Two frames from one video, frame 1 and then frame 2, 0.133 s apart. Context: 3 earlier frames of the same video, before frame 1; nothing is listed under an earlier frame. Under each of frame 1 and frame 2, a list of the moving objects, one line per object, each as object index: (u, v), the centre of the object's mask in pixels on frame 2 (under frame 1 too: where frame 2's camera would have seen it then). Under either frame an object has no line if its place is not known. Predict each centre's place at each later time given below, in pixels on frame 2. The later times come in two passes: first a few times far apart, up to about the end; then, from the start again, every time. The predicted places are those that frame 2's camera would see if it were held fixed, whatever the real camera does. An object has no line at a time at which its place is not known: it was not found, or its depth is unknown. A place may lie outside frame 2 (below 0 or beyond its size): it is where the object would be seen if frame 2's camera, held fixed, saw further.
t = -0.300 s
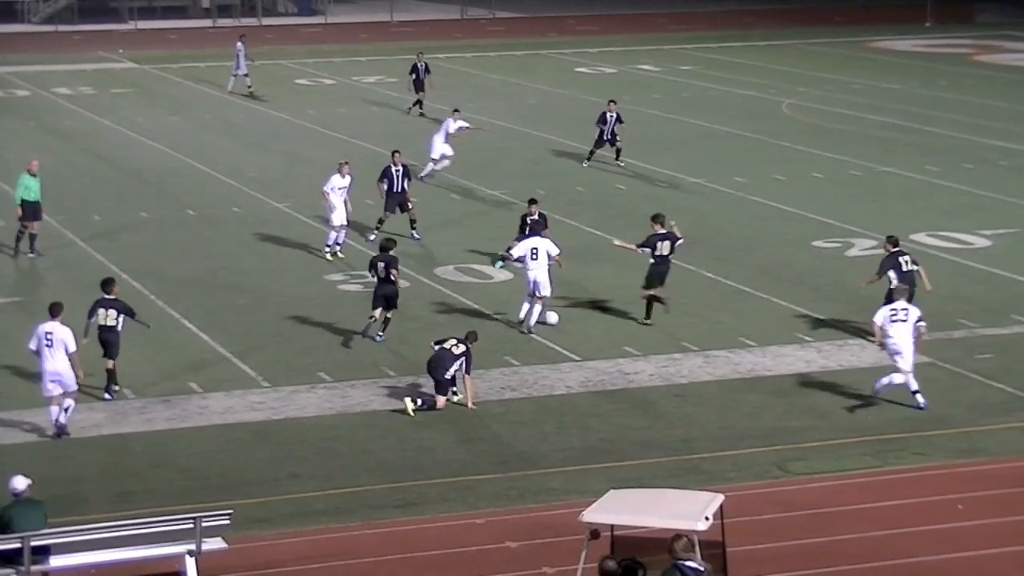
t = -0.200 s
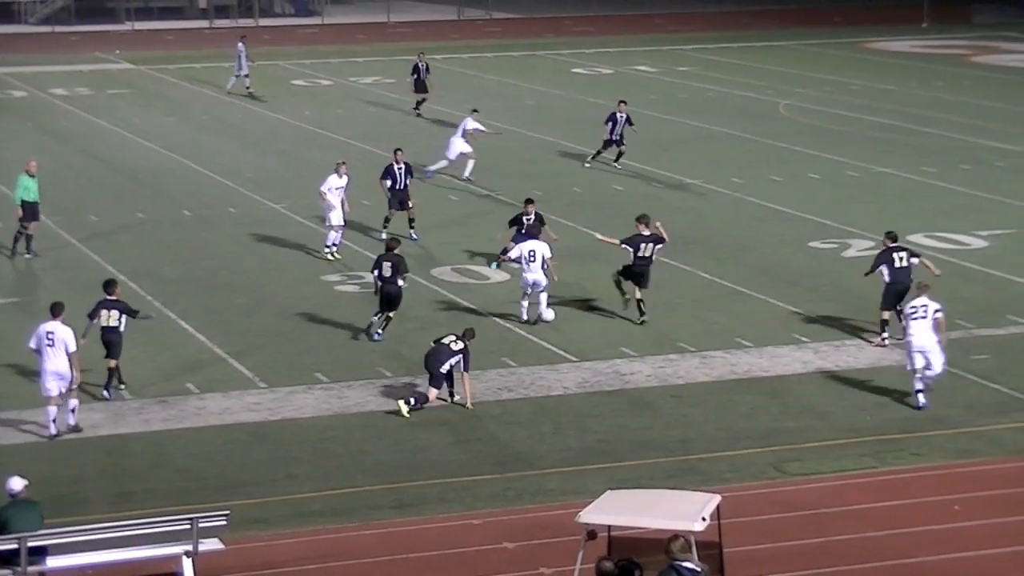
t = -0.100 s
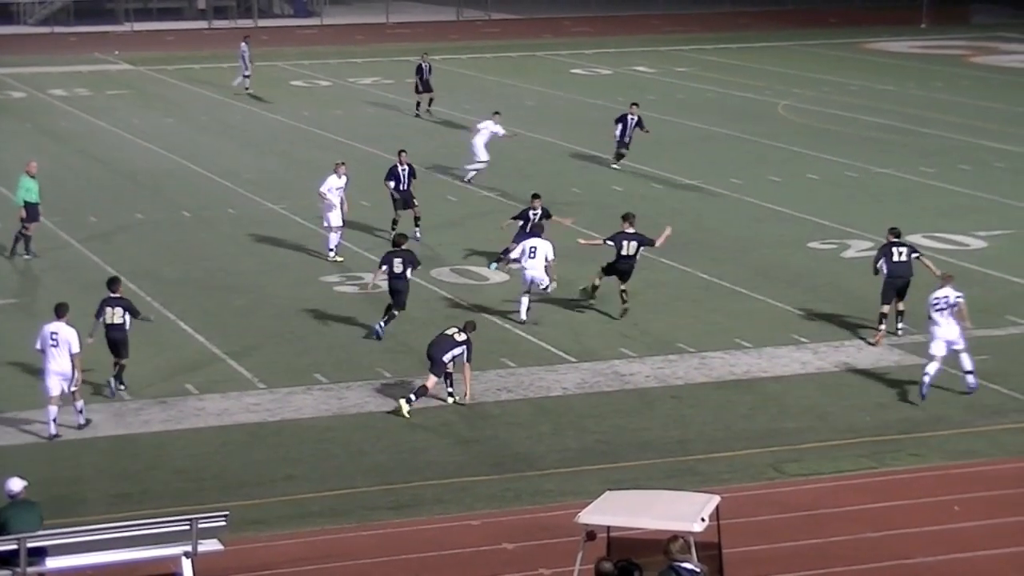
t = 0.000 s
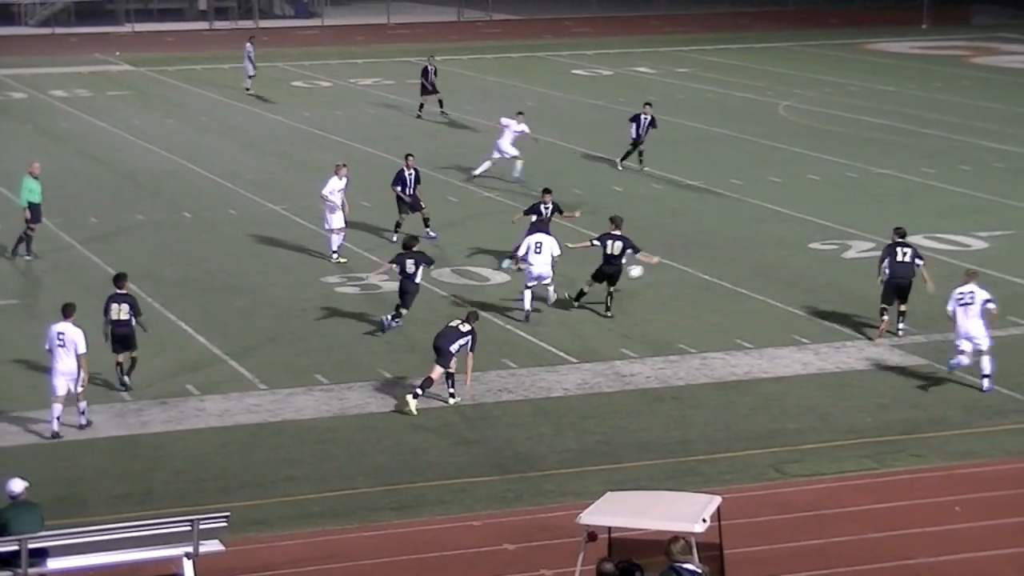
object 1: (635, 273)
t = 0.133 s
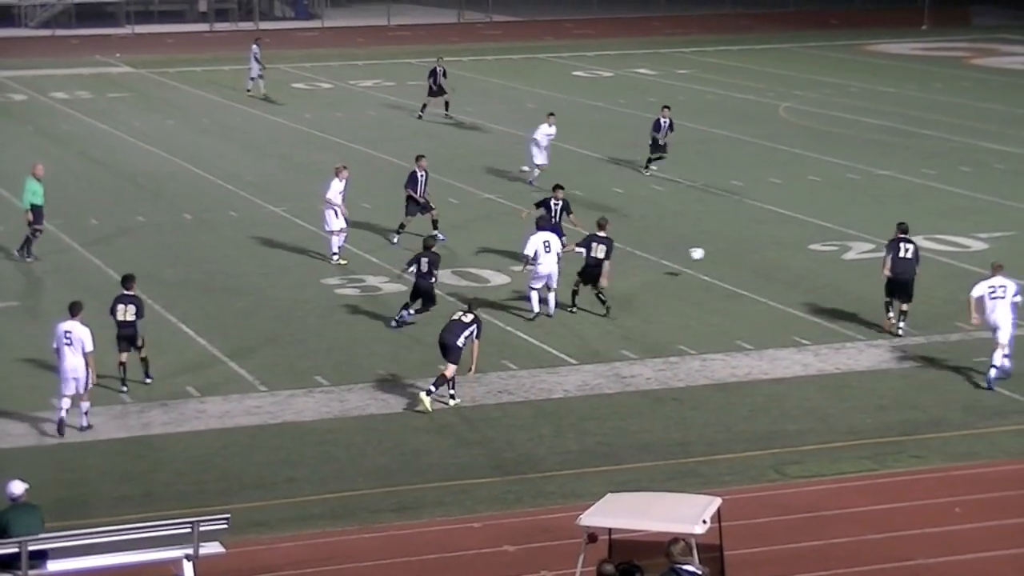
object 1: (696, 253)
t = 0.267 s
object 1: (753, 244)
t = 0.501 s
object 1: (841, 229)
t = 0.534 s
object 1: (851, 225)
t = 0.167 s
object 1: (710, 249)
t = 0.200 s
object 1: (725, 247)
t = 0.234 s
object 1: (739, 246)
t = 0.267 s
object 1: (753, 244)
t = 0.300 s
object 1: (767, 243)
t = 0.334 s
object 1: (781, 243)
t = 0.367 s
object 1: (794, 244)
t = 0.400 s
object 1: (808, 245)
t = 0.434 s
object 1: (819, 240)
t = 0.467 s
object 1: (830, 234)
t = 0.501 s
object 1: (841, 229)
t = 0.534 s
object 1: (851, 225)
